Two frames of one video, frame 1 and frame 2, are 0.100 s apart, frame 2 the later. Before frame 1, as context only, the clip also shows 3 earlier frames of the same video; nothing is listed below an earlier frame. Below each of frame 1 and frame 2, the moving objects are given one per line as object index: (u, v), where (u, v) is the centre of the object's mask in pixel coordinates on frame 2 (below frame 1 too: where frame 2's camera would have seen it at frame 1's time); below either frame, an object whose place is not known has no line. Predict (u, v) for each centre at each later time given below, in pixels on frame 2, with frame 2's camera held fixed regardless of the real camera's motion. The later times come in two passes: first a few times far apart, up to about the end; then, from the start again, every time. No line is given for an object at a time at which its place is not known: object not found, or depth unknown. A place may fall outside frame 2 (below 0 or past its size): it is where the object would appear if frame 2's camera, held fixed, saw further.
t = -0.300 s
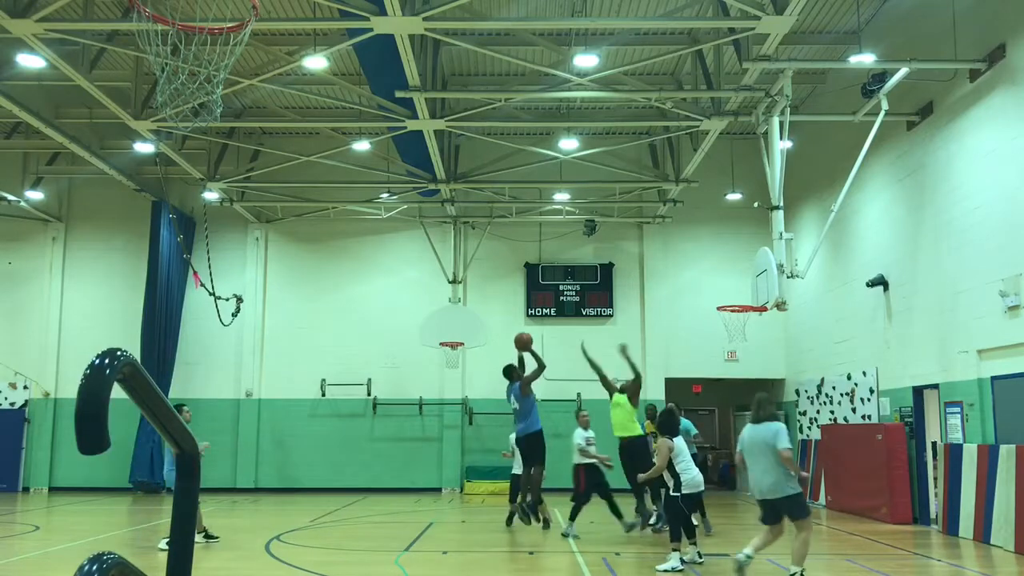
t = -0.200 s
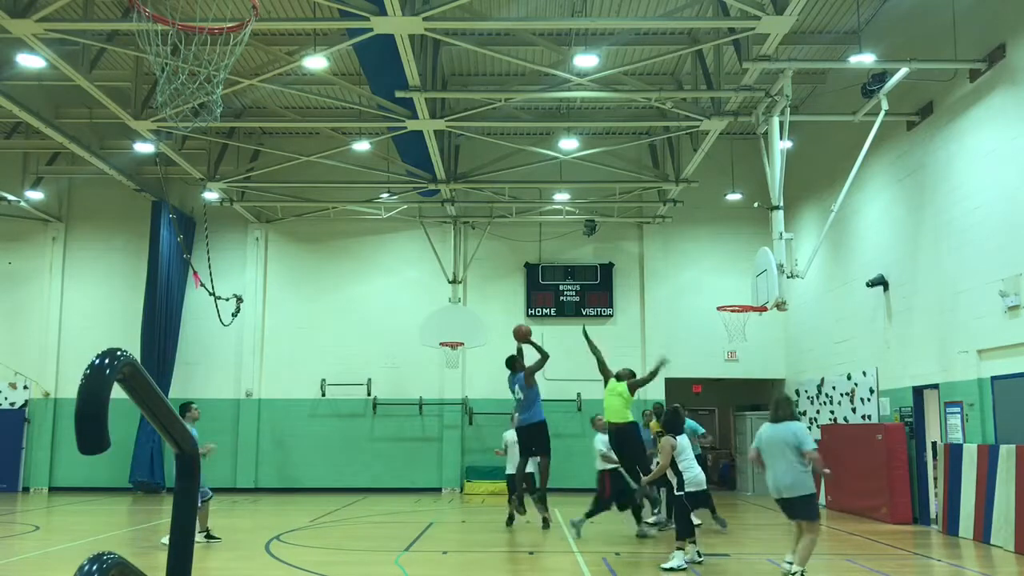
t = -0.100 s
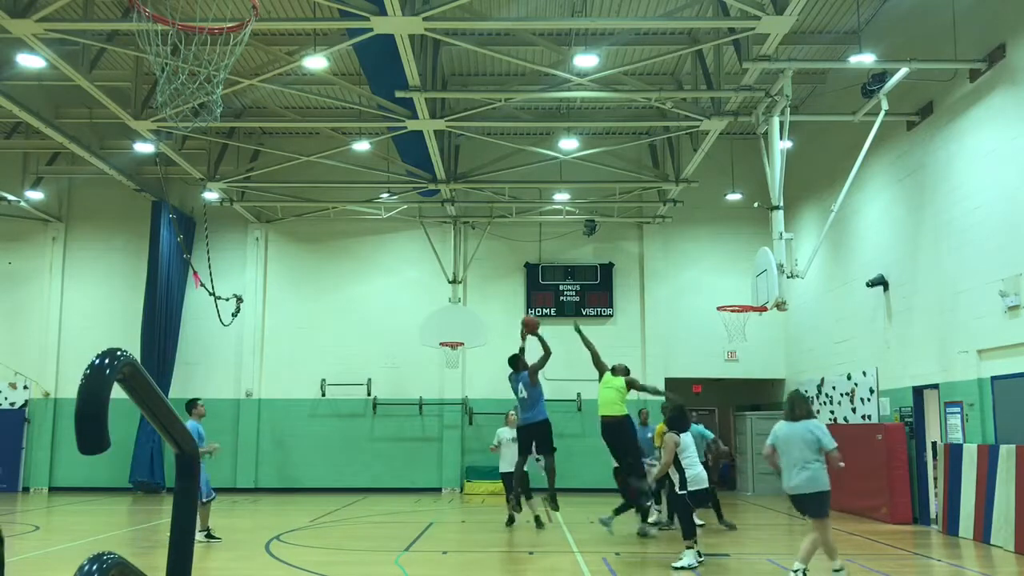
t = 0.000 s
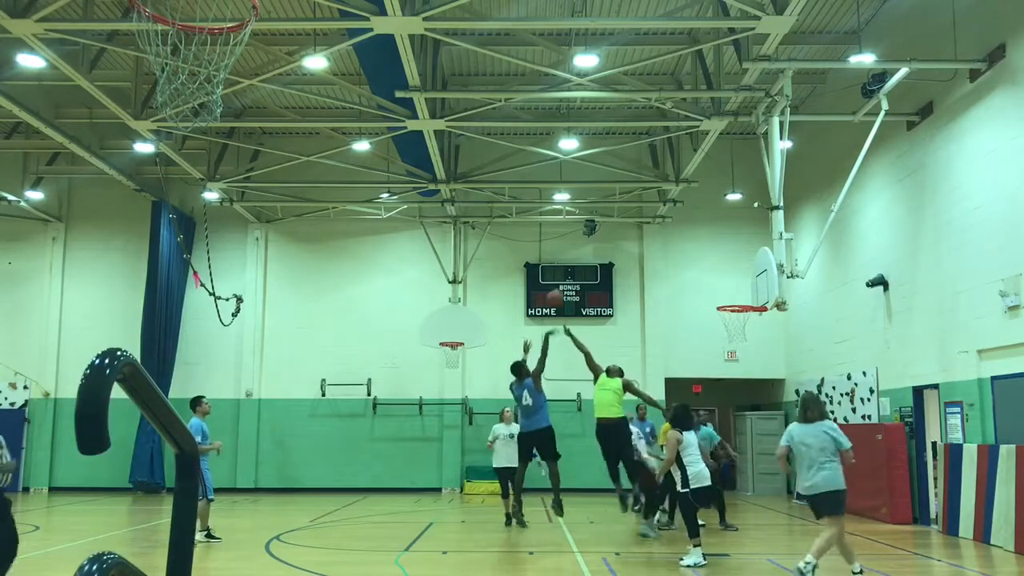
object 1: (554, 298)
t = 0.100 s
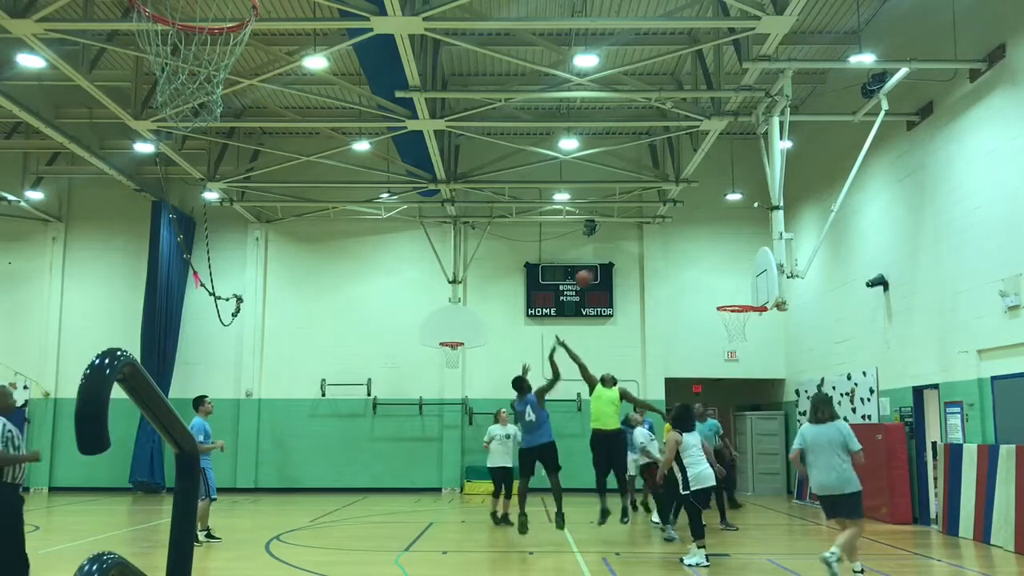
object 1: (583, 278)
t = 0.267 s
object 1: (629, 266)
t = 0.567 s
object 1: (706, 290)
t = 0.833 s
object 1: (748, 294)
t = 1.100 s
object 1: (732, 289)
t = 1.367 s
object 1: (738, 300)
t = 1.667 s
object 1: (725, 324)
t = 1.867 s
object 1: (727, 356)
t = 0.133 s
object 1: (593, 275)
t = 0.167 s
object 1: (603, 271)
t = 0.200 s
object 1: (611, 269)
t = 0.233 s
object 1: (620, 267)
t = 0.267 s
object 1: (629, 266)
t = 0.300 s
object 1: (638, 266)
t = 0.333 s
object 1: (646, 266)
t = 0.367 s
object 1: (655, 267)
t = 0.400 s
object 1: (663, 269)
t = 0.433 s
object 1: (672, 271)
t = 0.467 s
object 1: (681, 275)
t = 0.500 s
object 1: (689, 279)
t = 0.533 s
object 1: (697, 284)
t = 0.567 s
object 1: (706, 290)
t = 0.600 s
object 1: (714, 296)
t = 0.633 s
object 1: (720, 299)
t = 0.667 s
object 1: (725, 298)
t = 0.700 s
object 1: (731, 298)
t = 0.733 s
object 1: (736, 298)
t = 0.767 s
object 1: (741, 299)
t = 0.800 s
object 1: (745, 297)
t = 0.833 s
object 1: (748, 294)
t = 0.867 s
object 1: (751, 291)
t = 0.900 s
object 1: (748, 289)
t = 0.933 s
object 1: (746, 286)
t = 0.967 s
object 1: (743, 285)
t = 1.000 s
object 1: (740, 285)
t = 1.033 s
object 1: (737, 286)
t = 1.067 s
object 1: (735, 287)
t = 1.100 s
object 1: (732, 289)
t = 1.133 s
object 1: (729, 291)
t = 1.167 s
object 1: (726, 295)
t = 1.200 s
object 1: (723, 299)
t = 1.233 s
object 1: (724, 300)
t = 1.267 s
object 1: (727, 299)
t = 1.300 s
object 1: (731, 299)
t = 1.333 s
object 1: (734, 299)
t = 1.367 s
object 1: (738, 300)
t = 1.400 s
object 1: (742, 301)
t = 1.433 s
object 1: (741, 301)
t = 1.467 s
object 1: (738, 302)
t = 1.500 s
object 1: (735, 307)
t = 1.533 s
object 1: (732, 310)
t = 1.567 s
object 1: (728, 314)
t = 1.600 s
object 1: (726, 317)
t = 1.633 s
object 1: (725, 320)
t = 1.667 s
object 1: (725, 324)
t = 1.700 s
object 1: (725, 329)
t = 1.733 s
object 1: (725, 332)
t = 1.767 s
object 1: (726, 337)
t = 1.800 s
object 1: (726, 343)
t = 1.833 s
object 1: (727, 349)
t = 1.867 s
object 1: (727, 356)
